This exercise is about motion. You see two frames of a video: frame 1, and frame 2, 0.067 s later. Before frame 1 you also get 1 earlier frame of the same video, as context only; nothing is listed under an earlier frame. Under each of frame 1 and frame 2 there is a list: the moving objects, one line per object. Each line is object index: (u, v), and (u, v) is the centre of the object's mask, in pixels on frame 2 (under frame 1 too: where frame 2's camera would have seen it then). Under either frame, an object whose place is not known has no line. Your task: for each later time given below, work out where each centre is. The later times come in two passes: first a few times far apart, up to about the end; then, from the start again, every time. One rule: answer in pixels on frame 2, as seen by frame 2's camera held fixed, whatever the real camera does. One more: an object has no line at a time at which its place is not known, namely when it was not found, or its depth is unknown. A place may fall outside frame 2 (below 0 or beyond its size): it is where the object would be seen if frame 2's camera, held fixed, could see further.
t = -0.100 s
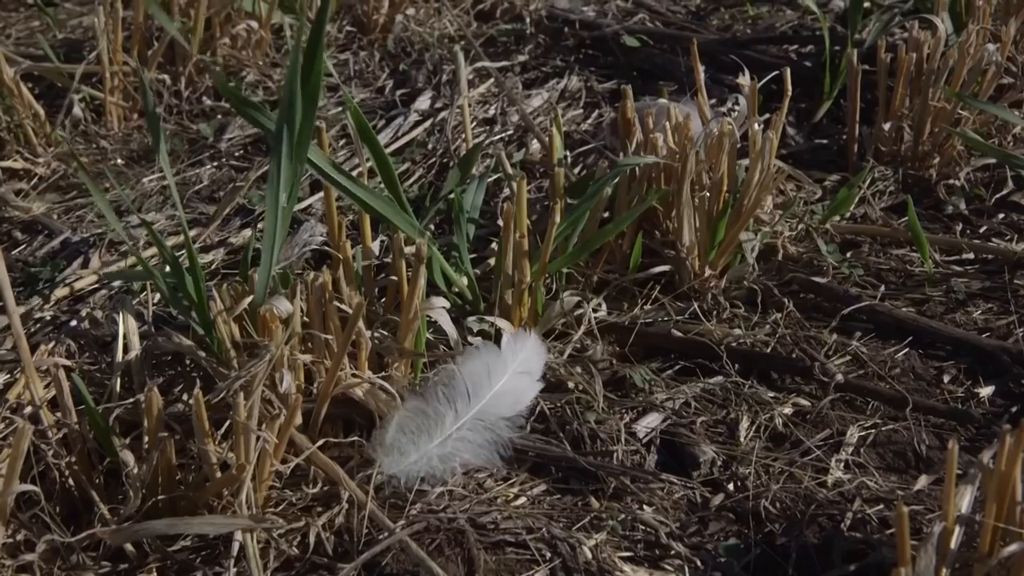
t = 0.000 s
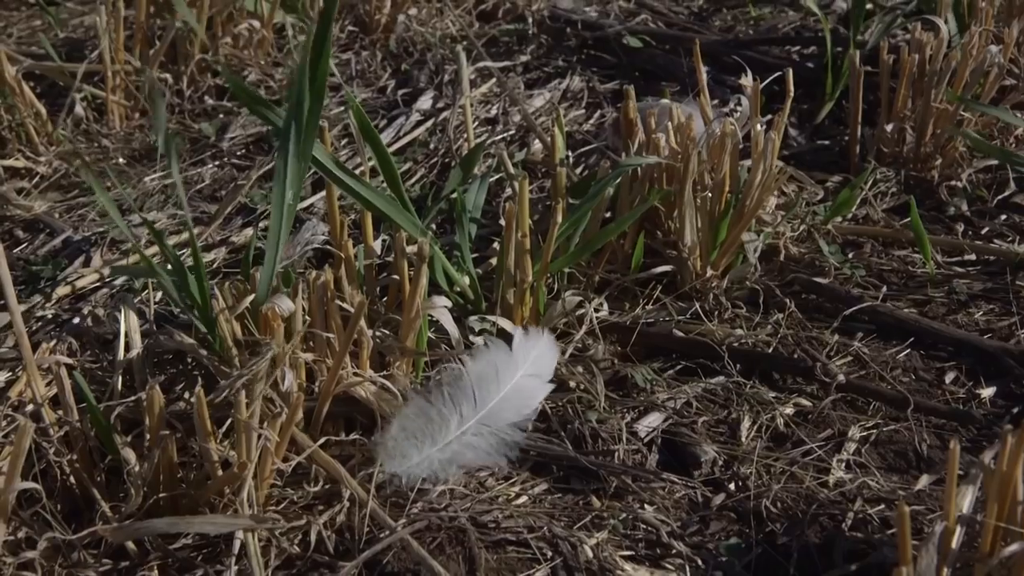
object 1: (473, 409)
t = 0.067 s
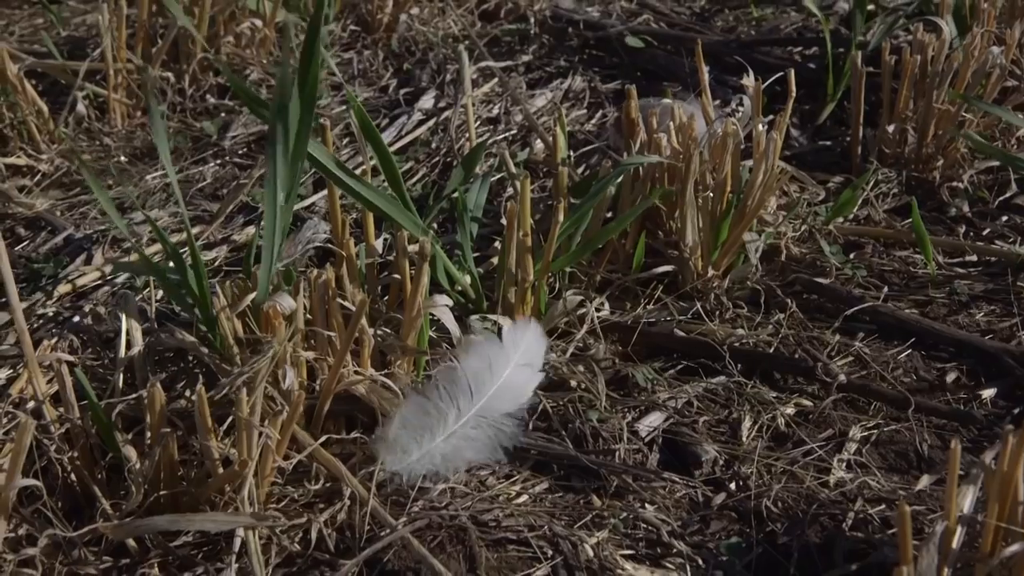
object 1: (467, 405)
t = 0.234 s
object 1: (468, 404)
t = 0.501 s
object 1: (467, 408)
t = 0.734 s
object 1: (470, 405)
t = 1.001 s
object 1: (467, 407)
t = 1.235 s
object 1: (473, 410)
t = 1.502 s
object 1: (473, 411)
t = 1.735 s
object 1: (471, 413)
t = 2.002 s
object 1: (454, 404)
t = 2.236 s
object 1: (463, 406)
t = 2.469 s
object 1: (461, 405)
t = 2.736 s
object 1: (463, 405)
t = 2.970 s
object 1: (462, 405)
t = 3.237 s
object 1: (463, 405)
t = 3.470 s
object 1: (463, 405)
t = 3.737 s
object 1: (463, 405)
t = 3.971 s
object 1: (462, 405)
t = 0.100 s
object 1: (466, 406)
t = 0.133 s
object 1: (466, 407)
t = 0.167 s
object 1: (470, 409)
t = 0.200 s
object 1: (474, 408)
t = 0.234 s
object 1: (468, 404)
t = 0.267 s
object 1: (465, 406)
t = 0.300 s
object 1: (465, 407)
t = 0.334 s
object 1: (466, 407)
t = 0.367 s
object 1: (466, 407)
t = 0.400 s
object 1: (466, 407)
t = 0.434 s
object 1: (466, 408)
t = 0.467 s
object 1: (467, 408)
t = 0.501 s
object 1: (467, 408)
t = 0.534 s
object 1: (470, 410)
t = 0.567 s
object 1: (469, 410)
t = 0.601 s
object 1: (469, 409)
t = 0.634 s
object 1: (474, 407)
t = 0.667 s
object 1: (475, 403)
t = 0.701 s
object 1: (471, 403)
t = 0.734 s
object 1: (470, 405)
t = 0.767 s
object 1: (469, 409)
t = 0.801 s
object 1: (468, 408)
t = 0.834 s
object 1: (467, 407)
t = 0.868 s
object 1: (467, 407)
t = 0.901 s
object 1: (467, 407)
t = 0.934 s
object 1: (467, 407)
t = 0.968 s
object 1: (467, 407)
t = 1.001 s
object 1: (467, 407)
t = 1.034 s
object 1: (467, 407)
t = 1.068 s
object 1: (467, 408)
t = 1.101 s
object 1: (467, 408)
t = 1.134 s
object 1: (468, 409)
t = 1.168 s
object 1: (469, 407)
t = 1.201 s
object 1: (471, 409)
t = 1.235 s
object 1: (473, 410)
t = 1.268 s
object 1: (474, 409)
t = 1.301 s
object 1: (471, 409)
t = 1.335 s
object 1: (469, 409)
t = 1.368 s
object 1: (470, 410)
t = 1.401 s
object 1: (468, 410)
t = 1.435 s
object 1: (469, 410)
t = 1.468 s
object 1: (471, 410)
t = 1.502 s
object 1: (473, 411)
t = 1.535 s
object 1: (473, 412)
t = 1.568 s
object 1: (472, 413)
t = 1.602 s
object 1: (473, 414)
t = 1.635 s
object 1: (471, 414)
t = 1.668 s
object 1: (471, 415)
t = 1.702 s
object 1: (474, 416)
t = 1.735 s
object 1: (471, 413)
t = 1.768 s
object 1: (470, 411)
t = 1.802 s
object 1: (471, 412)
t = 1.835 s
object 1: (471, 414)
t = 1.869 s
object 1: (474, 413)
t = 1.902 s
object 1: (474, 407)
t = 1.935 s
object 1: (465, 399)
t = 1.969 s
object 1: (456, 399)
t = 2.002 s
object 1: (454, 404)
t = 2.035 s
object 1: (455, 402)
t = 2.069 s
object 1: (455, 403)
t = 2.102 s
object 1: (456, 404)
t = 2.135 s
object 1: (459, 404)
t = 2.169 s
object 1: (463, 405)
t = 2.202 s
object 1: (463, 404)
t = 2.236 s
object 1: (463, 406)
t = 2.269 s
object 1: (464, 405)
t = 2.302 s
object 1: (463, 405)
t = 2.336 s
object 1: (461, 404)
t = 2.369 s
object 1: (461, 404)
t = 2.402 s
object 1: (462, 404)
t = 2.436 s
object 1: (461, 404)
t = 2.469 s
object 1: (461, 405)
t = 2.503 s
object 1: (462, 406)
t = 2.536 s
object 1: (465, 406)
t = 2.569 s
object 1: (464, 406)
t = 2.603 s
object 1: (464, 406)
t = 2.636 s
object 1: (463, 406)
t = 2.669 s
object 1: (463, 405)
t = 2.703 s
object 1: (463, 405)
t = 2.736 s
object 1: (463, 405)
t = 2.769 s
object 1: (463, 405)
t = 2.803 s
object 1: (463, 405)
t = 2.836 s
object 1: (462, 405)
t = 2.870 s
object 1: (463, 405)
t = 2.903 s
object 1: (463, 405)
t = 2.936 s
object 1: (462, 405)
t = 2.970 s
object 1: (462, 405)
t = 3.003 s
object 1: (463, 405)
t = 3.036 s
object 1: (463, 405)
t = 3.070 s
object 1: (463, 405)
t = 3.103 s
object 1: (463, 405)
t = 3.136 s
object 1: (463, 405)
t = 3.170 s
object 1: (463, 405)
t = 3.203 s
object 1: (462, 405)
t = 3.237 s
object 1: (463, 405)
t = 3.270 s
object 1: (462, 405)
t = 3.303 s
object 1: (463, 405)
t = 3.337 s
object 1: (463, 405)
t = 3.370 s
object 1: (463, 405)
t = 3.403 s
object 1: (463, 405)
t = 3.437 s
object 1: (463, 405)
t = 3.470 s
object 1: (463, 405)
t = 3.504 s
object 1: (463, 405)
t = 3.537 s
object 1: (463, 405)
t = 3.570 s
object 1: (463, 405)
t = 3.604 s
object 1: (463, 405)
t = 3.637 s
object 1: (463, 405)
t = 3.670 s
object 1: (463, 405)
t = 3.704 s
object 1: (463, 405)
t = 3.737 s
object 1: (463, 405)
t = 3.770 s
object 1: (462, 405)
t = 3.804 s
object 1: (463, 405)
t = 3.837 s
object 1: (463, 405)
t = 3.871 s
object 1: (463, 405)
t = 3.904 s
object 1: (463, 405)
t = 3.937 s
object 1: (463, 405)
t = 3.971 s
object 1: (462, 405)
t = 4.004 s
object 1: (462, 405)
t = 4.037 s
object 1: (462, 405)
